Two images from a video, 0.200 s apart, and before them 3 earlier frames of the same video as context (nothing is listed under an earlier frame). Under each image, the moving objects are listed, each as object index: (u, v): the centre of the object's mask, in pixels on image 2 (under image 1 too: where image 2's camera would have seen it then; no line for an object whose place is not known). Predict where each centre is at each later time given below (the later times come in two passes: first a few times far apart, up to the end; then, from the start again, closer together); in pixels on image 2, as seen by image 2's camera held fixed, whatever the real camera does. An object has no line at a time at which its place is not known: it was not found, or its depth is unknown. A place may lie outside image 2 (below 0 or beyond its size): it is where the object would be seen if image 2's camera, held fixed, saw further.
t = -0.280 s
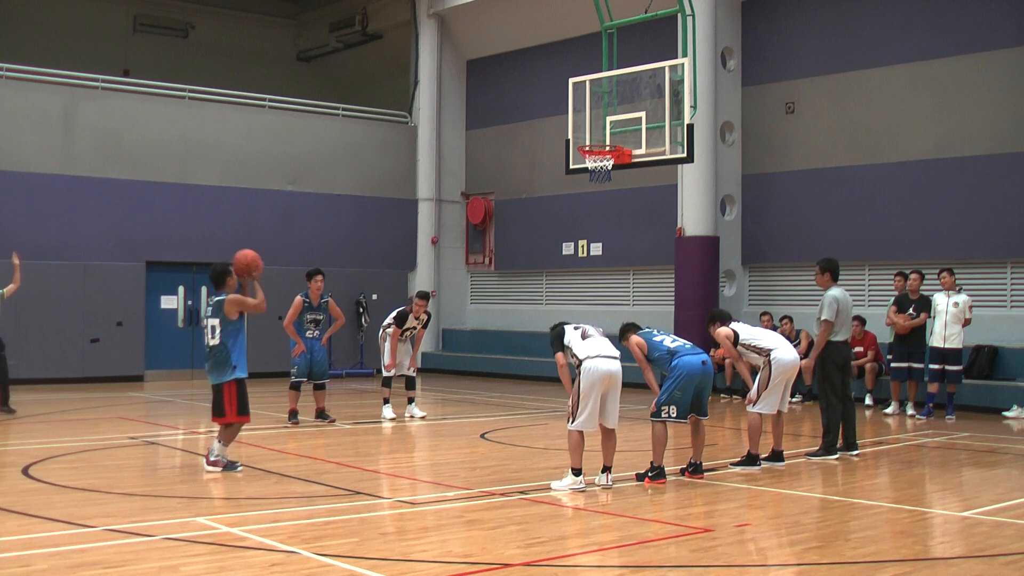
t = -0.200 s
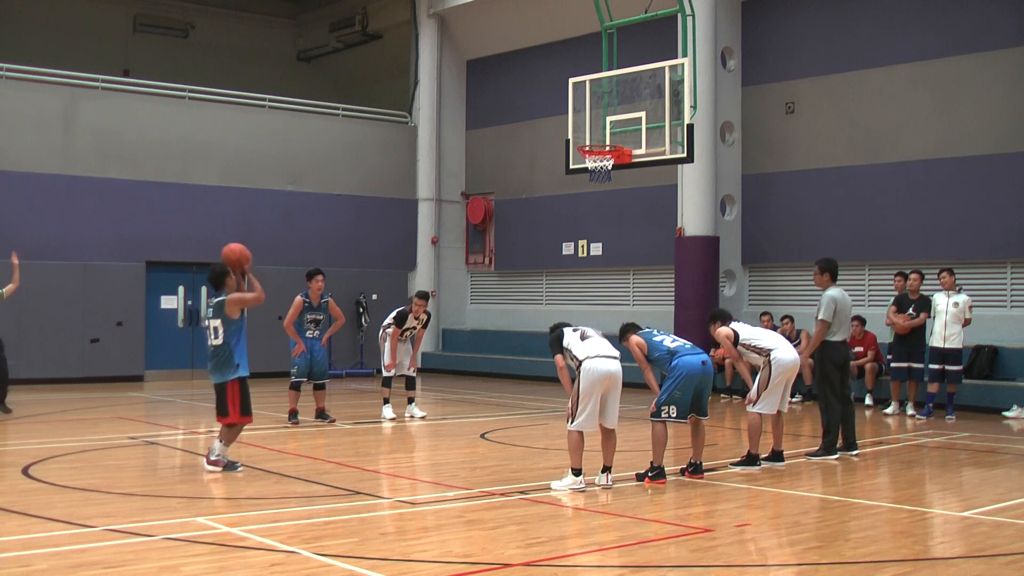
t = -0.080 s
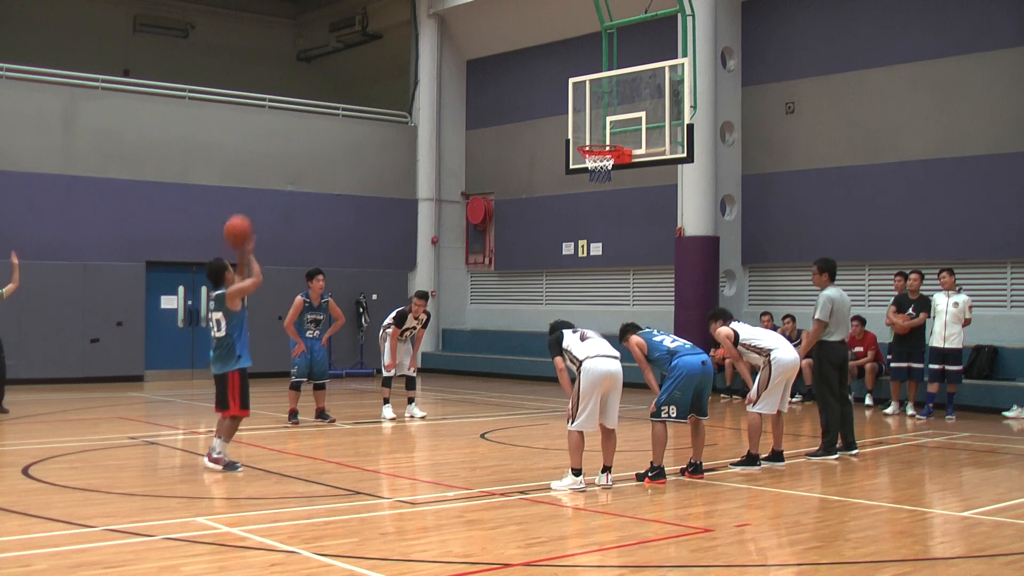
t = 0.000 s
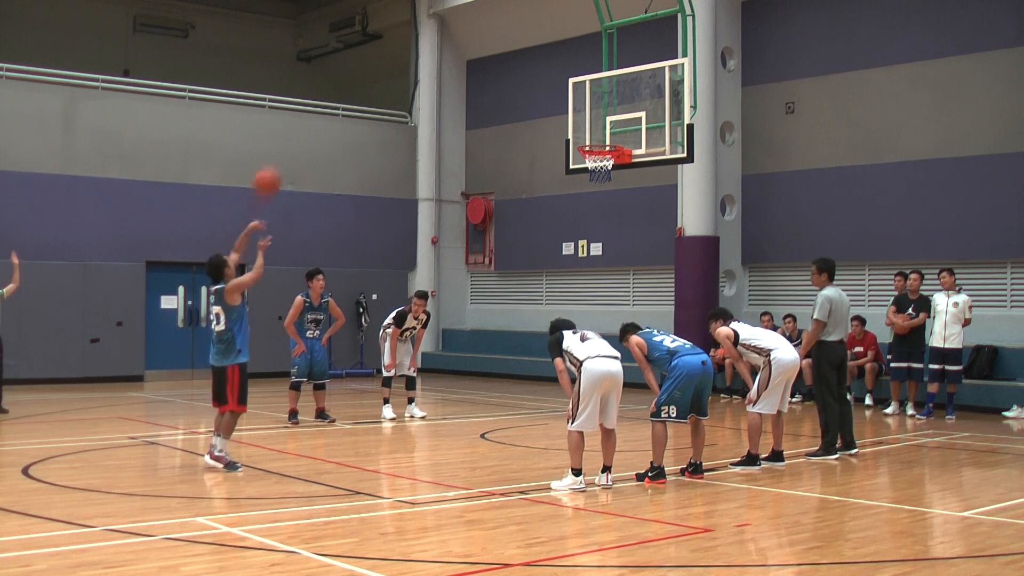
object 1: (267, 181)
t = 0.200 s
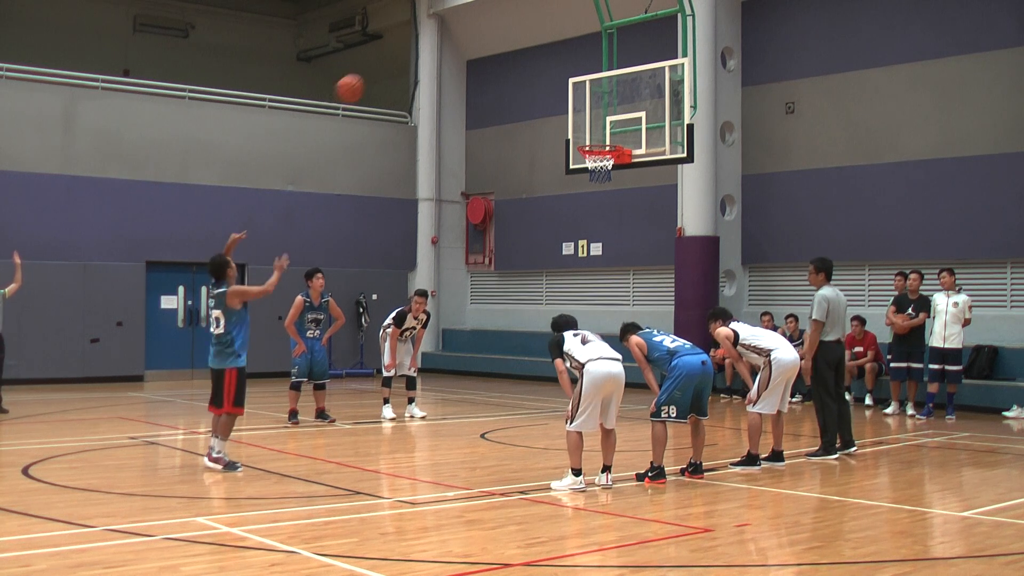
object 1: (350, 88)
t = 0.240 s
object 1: (365, 76)
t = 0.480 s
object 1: (451, 37)
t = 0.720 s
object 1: (527, 55)
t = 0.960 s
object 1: (595, 123)
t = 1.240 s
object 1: (595, 97)
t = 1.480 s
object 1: (577, 103)
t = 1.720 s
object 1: (558, 160)
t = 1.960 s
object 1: (537, 270)
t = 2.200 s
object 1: (516, 425)
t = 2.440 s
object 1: (525, 313)
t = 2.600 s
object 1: (532, 270)
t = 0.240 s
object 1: (365, 76)
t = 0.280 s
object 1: (380, 65)
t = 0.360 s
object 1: (409, 48)
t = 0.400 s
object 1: (424, 44)
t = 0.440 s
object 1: (439, 39)
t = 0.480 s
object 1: (451, 37)
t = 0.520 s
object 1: (464, 37)
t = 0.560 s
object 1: (477, 37)
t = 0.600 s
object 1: (490, 39)
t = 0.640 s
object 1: (503, 44)
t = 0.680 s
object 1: (515, 49)
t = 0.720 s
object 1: (527, 55)
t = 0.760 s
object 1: (538, 63)
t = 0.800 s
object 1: (550, 73)
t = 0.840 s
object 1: (561, 83)
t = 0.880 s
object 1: (572, 96)
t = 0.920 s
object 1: (584, 108)
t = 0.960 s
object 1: (595, 123)
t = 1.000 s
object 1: (606, 137)
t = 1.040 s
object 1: (609, 131)
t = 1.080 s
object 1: (607, 121)
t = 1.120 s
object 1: (604, 113)
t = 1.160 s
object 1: (601, 106)
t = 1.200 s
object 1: (598, 101)
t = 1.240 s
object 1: (595, 97)
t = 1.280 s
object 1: (592, 95)
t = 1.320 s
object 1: (590, 94)
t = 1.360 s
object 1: (587, 94)
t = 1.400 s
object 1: (583, 95)
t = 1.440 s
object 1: (580, 98)
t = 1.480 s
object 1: (577, 103)
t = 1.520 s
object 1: (574, 109)
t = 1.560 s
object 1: (571, 116)
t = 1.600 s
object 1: (568, 125)
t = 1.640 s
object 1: (564, 135)
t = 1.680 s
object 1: (561, 147)
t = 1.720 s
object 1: (558, 160)
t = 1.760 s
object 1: (555, 174)
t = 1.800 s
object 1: (552, 190)
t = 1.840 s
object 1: (548, 209)
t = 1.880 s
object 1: (544, 227)
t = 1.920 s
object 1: (541, 248)
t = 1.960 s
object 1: (537, 270)
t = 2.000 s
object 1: (534, 296)
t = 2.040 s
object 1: (530, 321)
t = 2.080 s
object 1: (526, 347)
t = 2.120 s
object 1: (522, 375)
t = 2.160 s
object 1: (519, 404)
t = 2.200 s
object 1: (516, 425)
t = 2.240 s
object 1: (517, 401)
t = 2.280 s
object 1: (519, 380)
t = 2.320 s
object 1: (520, 362)
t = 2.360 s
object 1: (522, 344)
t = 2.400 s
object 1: (523, 328)
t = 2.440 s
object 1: (525, 313)
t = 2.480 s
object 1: (527, 301)
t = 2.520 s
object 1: (528, 289)
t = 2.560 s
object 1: (530, 279)
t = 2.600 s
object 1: (532, 270)
